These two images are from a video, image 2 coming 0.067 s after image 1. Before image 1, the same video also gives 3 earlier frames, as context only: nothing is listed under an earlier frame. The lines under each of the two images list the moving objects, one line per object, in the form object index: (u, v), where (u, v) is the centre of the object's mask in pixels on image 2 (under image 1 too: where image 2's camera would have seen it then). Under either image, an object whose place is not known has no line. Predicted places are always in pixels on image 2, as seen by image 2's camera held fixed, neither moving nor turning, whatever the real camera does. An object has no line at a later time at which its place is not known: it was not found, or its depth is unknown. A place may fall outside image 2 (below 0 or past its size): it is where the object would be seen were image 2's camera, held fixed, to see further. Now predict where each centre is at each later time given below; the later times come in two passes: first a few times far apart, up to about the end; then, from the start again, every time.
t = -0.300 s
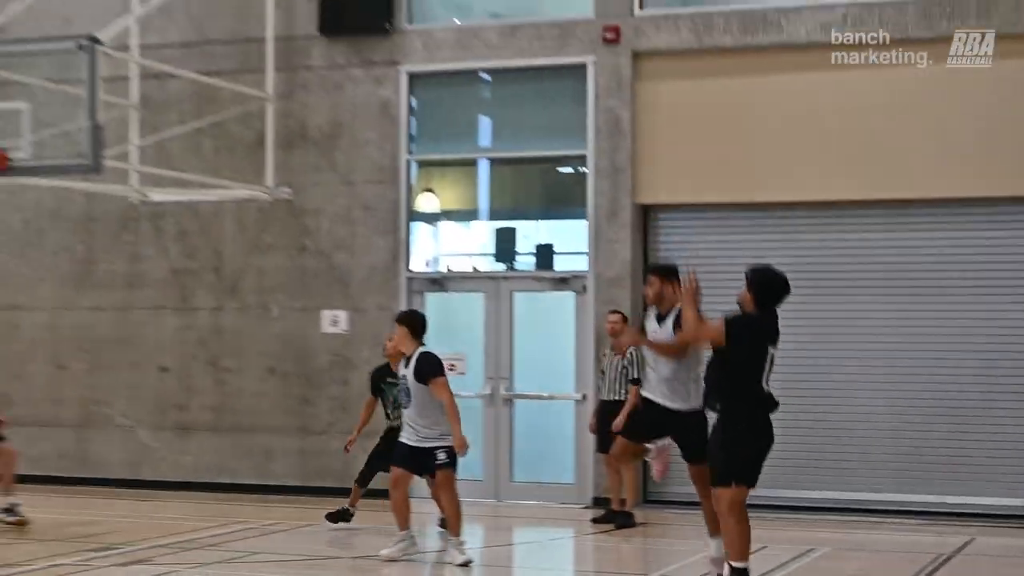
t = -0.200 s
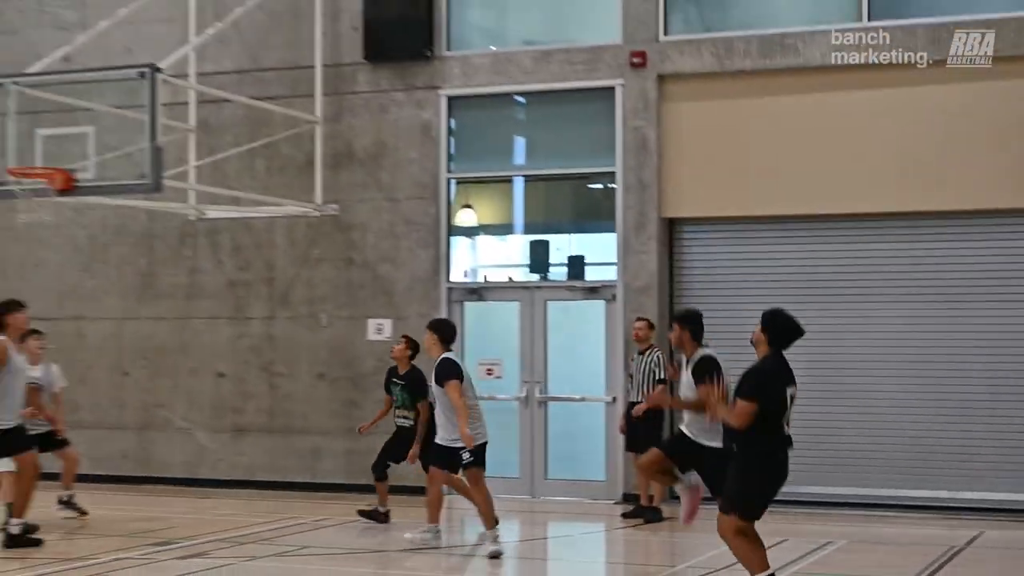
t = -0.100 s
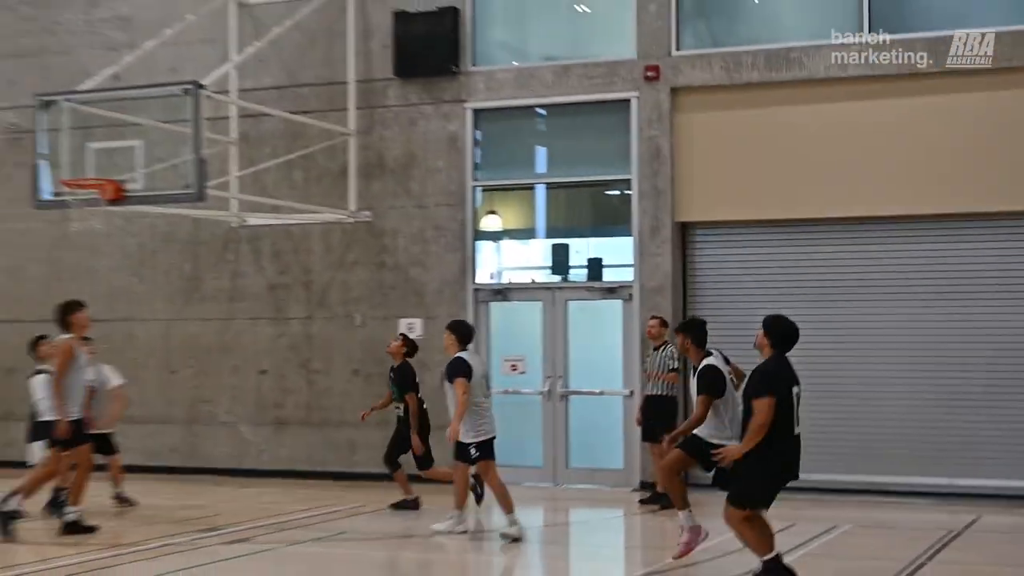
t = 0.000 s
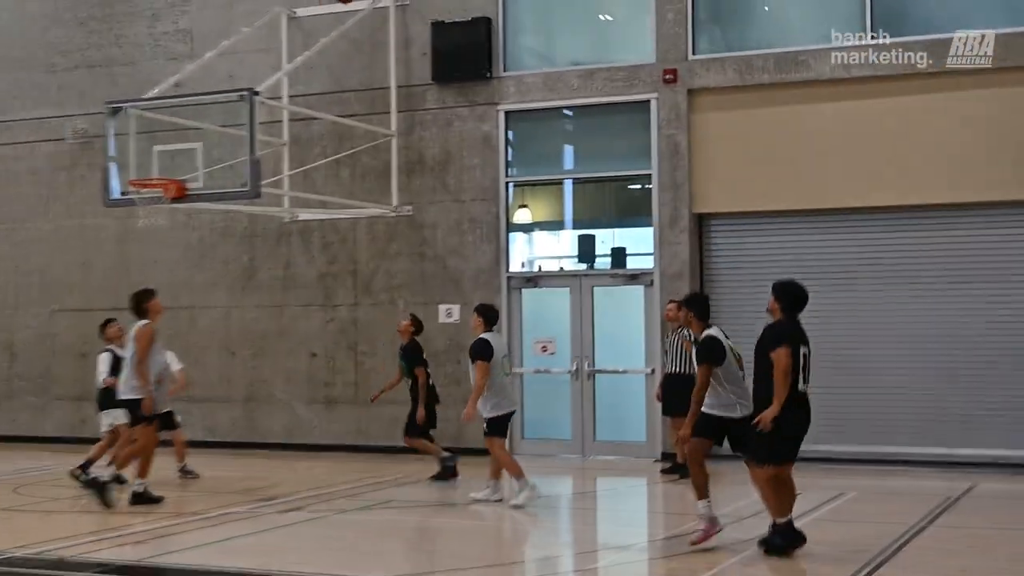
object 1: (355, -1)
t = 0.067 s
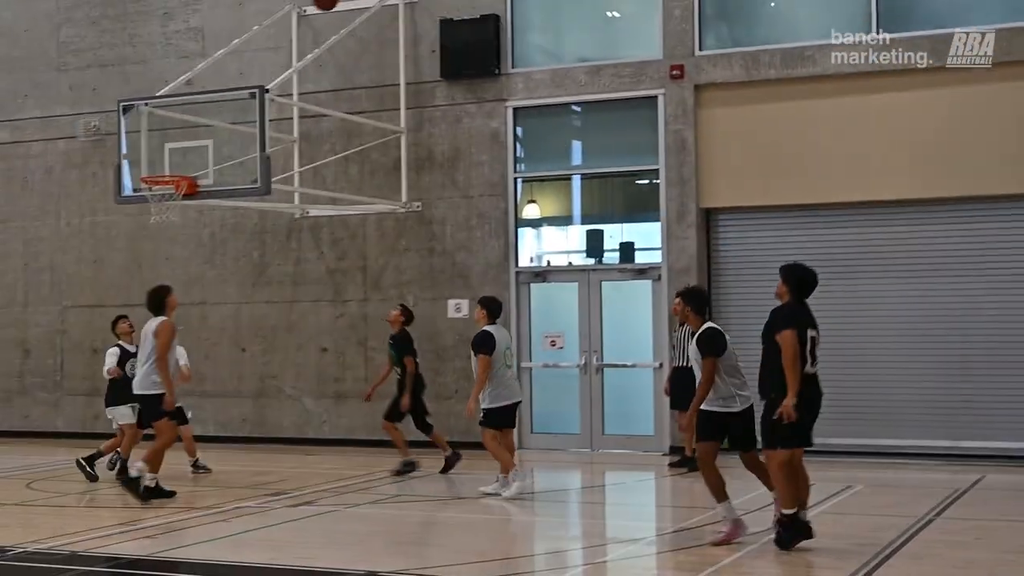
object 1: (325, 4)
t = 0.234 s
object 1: (258, 41)
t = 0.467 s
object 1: (175, 139)
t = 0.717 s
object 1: (183, 208)
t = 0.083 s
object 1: (318, 6)
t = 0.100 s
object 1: (311, 9)
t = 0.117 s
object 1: (304, 11)
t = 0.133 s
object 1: (297, 13)
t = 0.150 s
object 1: (290, 16)
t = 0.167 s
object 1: (283, 21)
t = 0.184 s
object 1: (277, 25)
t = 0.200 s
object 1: (270, 30)
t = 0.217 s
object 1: (264, 35)
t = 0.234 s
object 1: (258, 41)
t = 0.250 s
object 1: (251, 47)
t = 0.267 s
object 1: (245, 52)
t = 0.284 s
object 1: (239, 58)
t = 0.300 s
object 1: (233, 64)
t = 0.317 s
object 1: (227, 71)
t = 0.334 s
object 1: (221, 78)
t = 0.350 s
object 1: (215, 84)
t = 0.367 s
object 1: (209, 92)
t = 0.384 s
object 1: (203, 99)
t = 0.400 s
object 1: (198, 107)
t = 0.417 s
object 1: (192, 114)
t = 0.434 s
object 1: (186, 122)
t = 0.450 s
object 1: (181, 130)
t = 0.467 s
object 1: (175, 139)
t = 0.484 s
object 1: (169, 147)
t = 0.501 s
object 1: (164, 157)
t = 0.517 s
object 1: (158, 165)
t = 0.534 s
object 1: (153, 170)
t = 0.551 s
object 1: (154, 179)
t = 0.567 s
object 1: (161, 185)
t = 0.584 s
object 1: (167, 187)
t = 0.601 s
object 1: (179, 191)
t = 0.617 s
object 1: (183, 192)
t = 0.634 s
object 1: (185, 194)
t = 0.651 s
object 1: (185, 195)
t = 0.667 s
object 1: (185, 197)
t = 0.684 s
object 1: (185, 207)
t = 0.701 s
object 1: (184, 207)
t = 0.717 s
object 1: (183, 208)
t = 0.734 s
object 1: (182, 209)
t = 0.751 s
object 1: (182, 211)
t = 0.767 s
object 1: (181, 213)
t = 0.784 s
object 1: (181, 215)
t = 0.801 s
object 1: (180, 218)
